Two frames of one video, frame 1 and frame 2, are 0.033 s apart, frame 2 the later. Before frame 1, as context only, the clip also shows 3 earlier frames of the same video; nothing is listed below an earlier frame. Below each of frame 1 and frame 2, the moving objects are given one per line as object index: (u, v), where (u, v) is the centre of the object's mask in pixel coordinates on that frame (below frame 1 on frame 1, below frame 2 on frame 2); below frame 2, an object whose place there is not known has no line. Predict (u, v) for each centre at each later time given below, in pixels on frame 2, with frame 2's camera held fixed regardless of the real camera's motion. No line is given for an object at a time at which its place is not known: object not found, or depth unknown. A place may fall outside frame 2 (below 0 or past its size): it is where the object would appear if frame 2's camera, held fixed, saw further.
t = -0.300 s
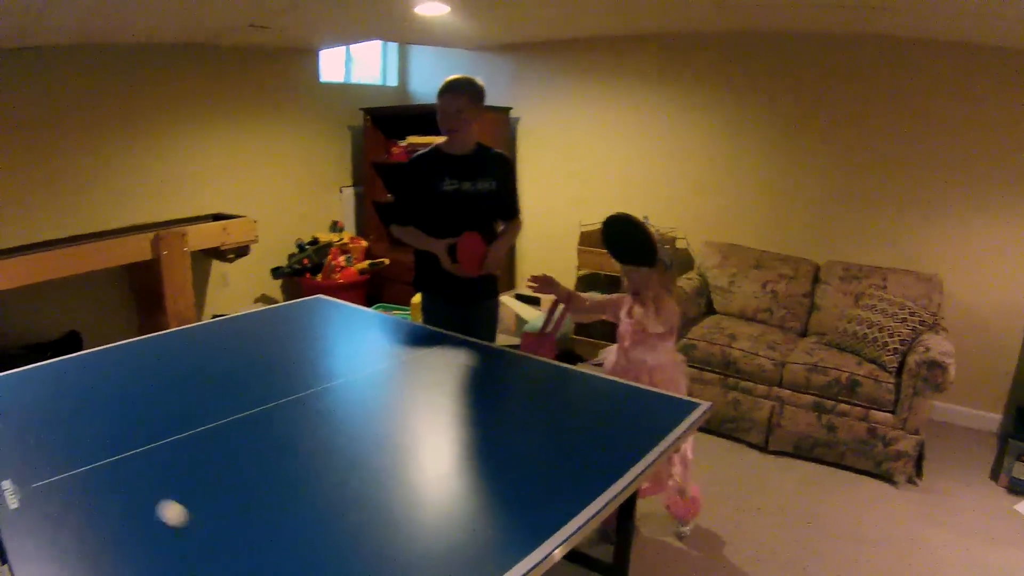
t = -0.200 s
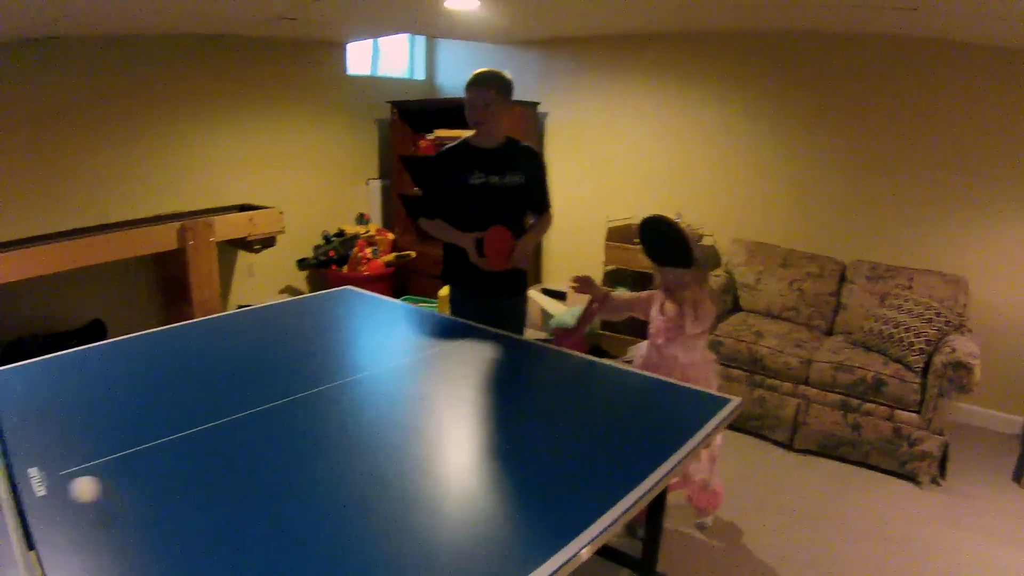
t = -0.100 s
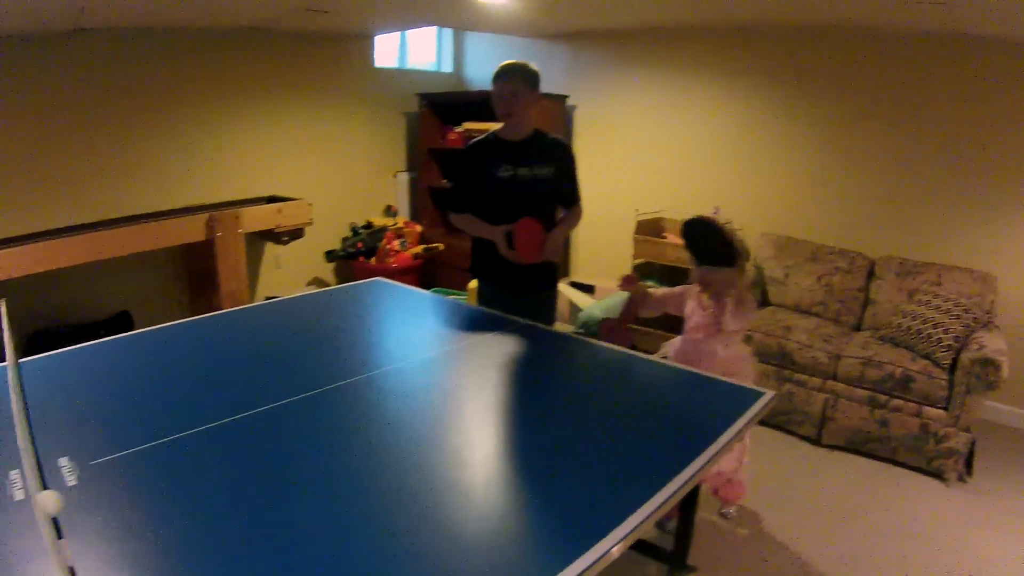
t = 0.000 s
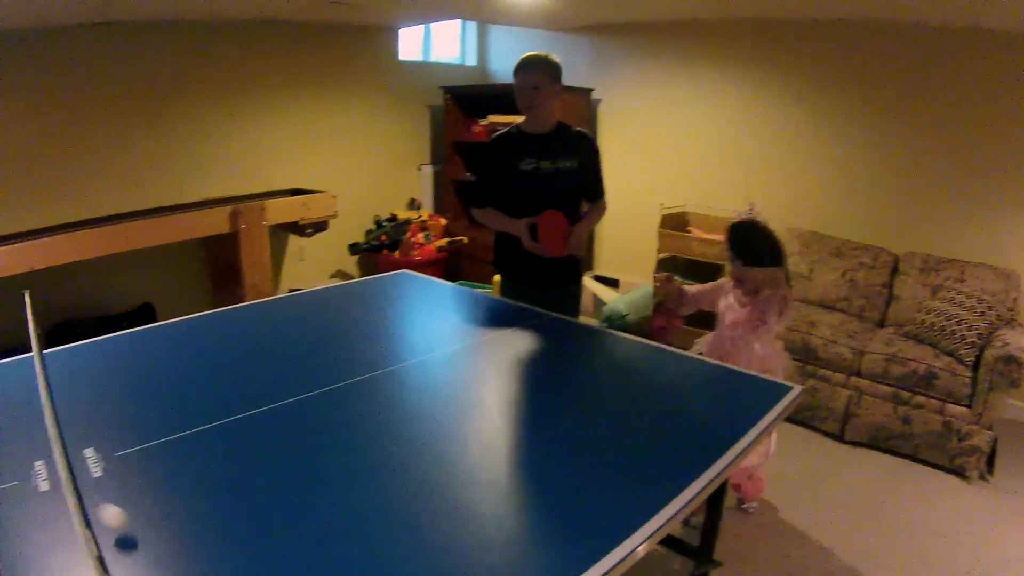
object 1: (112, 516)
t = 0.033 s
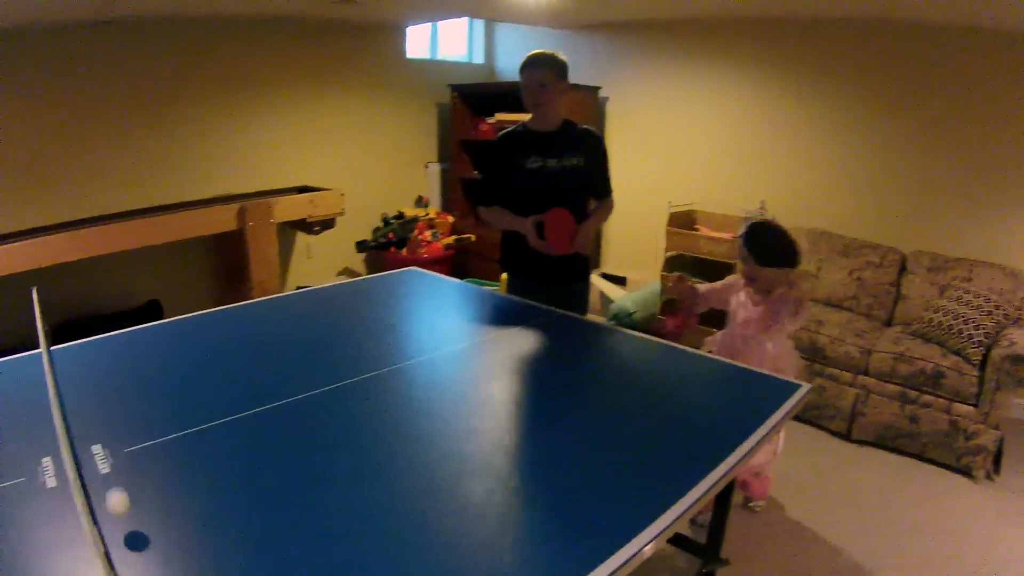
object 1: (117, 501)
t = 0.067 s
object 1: (105, 488)
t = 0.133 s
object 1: (89, 476)
